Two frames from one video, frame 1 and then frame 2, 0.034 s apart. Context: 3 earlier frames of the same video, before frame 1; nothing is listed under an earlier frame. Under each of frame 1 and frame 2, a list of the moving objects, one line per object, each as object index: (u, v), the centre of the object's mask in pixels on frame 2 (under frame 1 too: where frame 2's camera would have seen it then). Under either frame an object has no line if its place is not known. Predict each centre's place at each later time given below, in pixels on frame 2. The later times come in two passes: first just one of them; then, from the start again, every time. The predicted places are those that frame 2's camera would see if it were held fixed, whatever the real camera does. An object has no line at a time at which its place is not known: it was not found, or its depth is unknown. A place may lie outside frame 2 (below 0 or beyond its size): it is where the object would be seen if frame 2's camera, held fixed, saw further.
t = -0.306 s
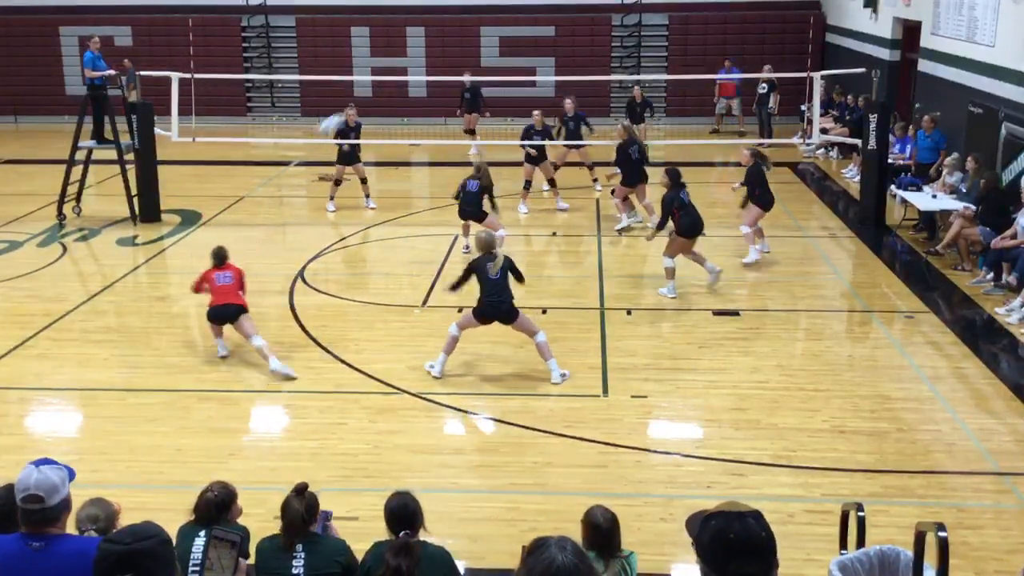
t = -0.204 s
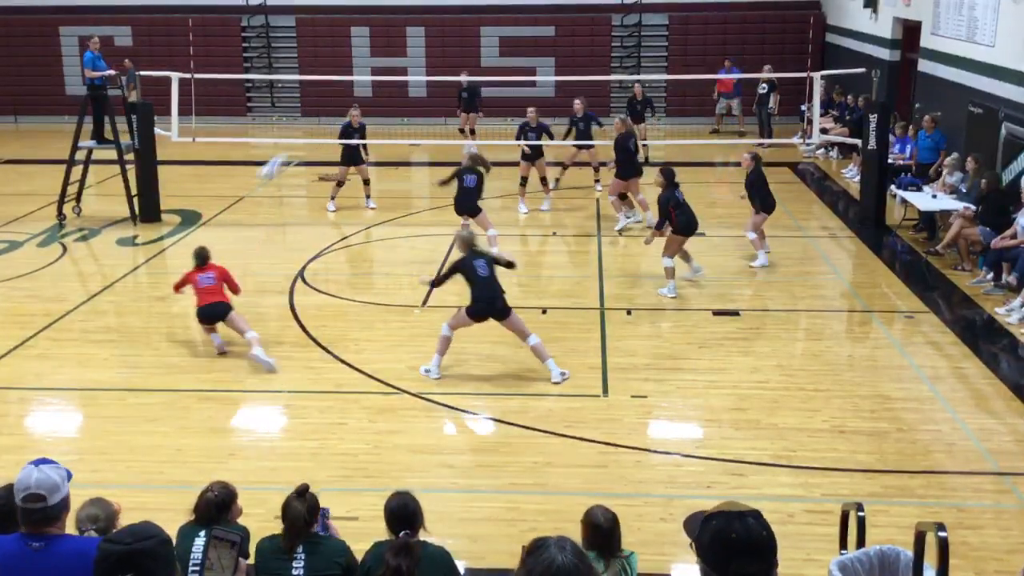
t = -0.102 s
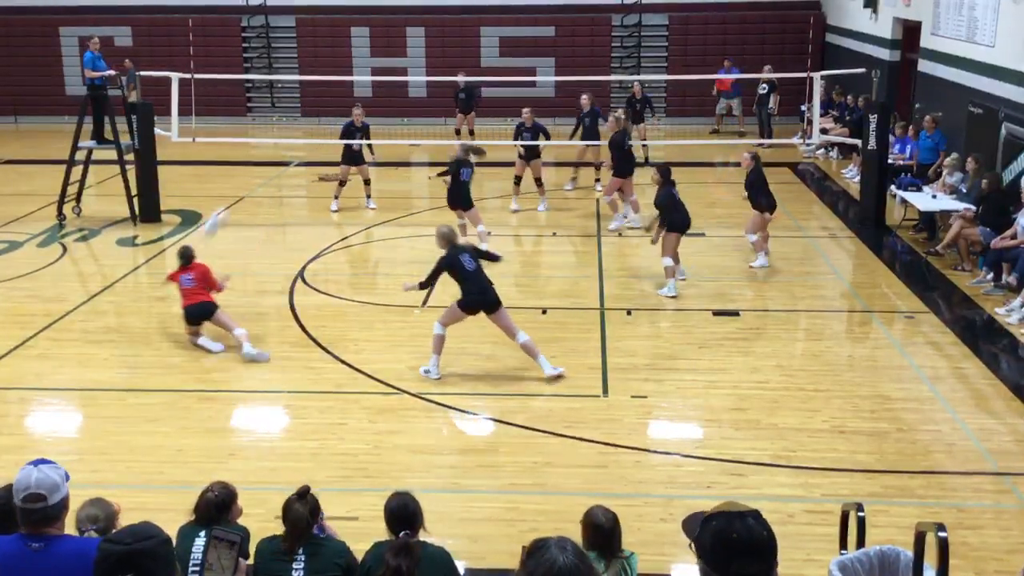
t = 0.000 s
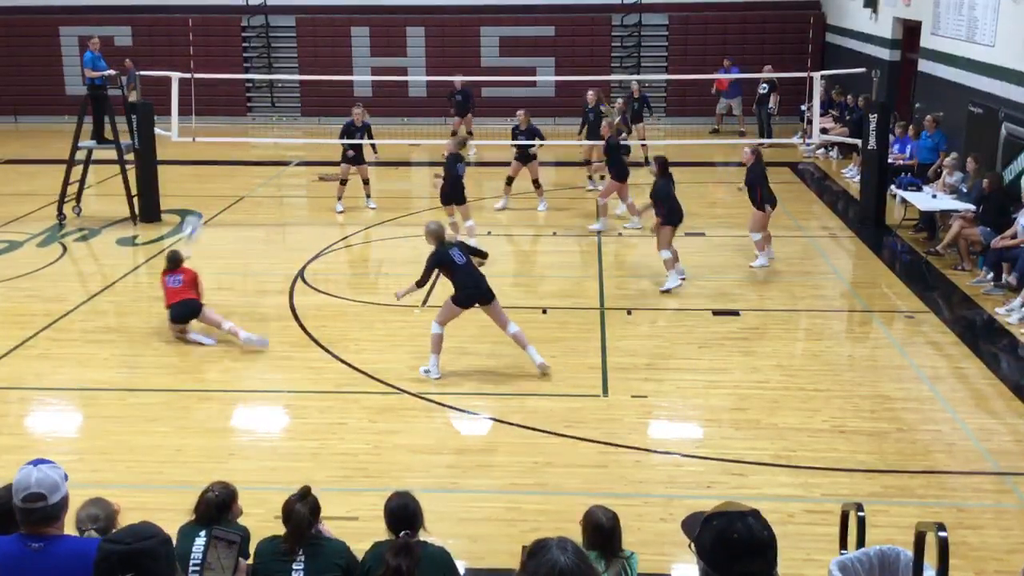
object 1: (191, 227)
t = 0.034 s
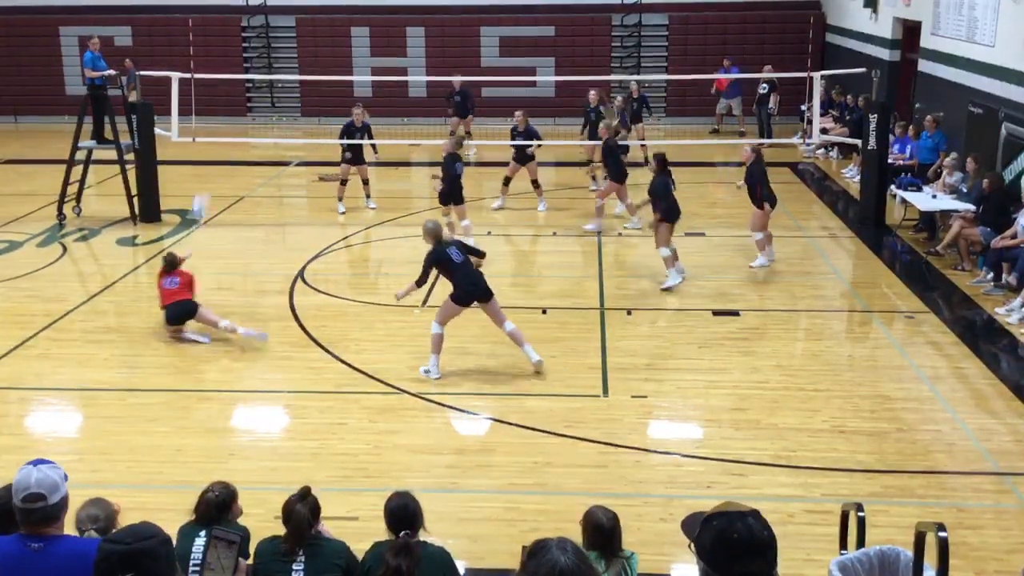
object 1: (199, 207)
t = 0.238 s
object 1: (247, 105)
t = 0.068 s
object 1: (207, 187)
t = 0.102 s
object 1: (215, 170)
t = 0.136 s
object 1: (222, 153)
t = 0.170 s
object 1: (231, 136)
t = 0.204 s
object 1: (240, 118)
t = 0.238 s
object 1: (247, 105)
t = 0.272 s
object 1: (255, 93)
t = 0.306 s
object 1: (264, 79)
